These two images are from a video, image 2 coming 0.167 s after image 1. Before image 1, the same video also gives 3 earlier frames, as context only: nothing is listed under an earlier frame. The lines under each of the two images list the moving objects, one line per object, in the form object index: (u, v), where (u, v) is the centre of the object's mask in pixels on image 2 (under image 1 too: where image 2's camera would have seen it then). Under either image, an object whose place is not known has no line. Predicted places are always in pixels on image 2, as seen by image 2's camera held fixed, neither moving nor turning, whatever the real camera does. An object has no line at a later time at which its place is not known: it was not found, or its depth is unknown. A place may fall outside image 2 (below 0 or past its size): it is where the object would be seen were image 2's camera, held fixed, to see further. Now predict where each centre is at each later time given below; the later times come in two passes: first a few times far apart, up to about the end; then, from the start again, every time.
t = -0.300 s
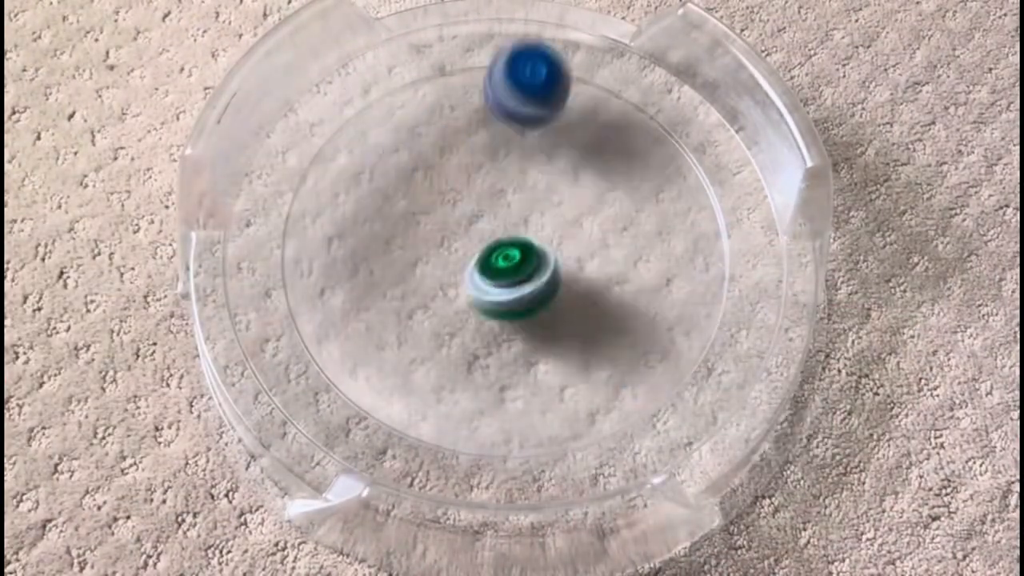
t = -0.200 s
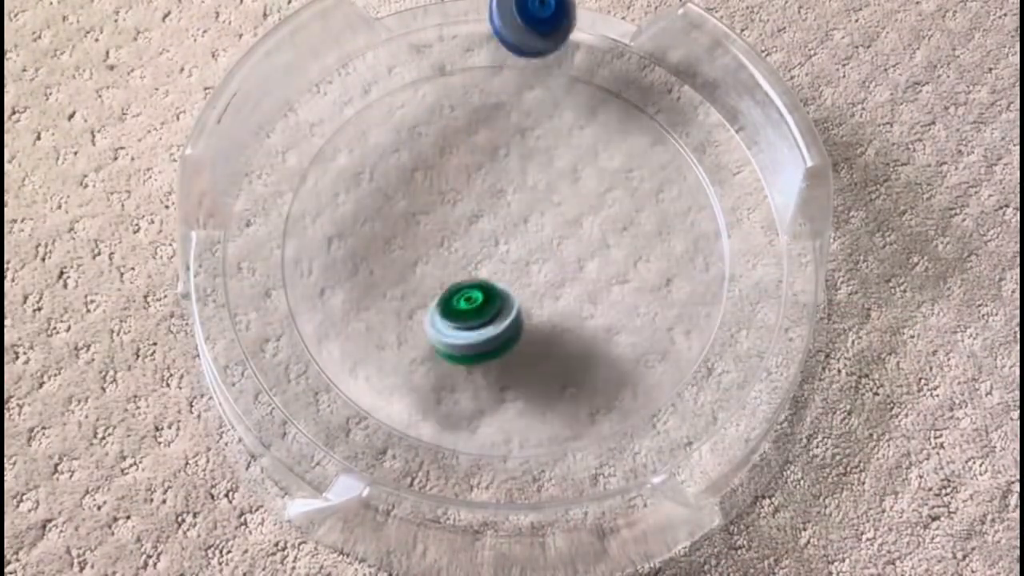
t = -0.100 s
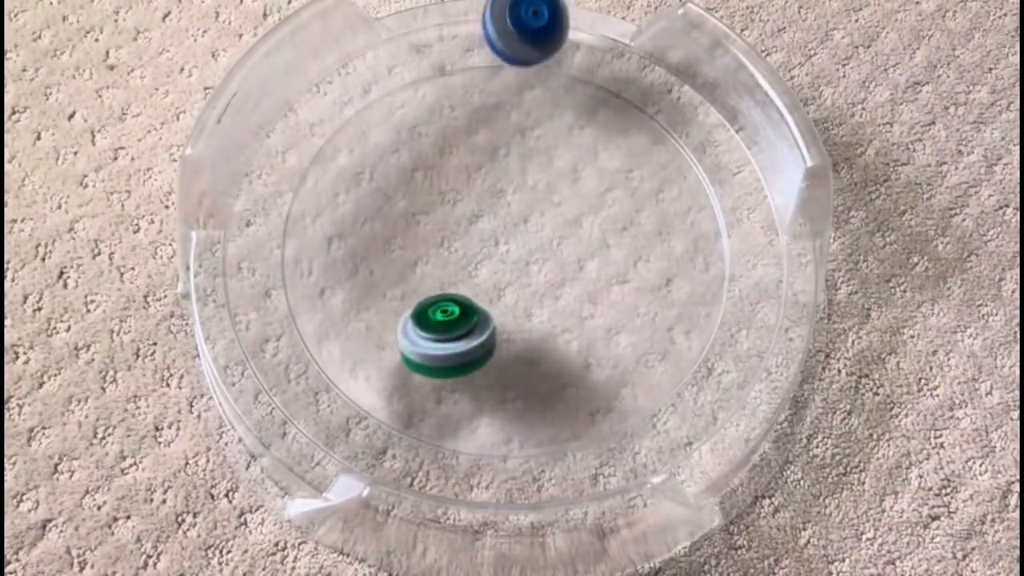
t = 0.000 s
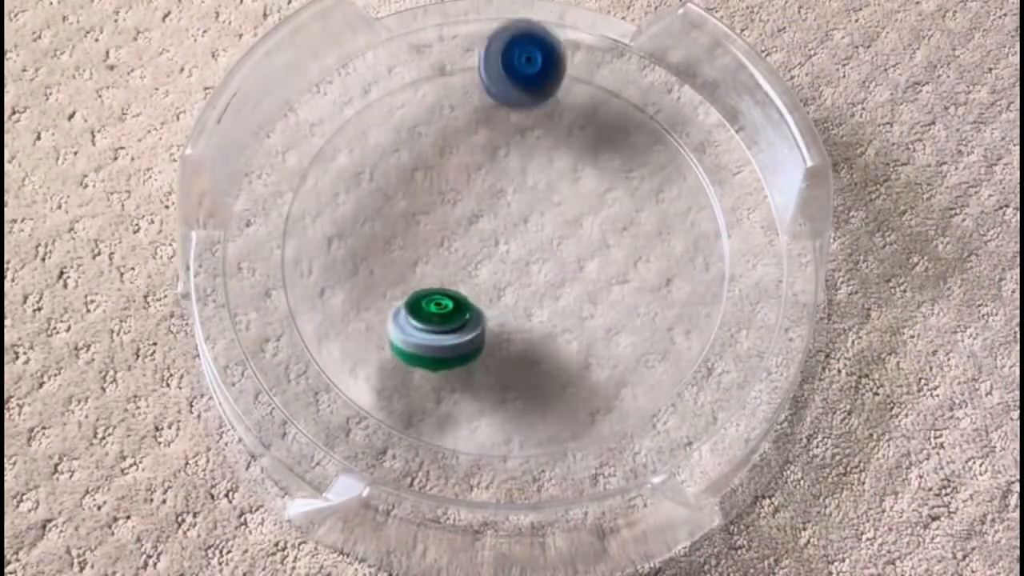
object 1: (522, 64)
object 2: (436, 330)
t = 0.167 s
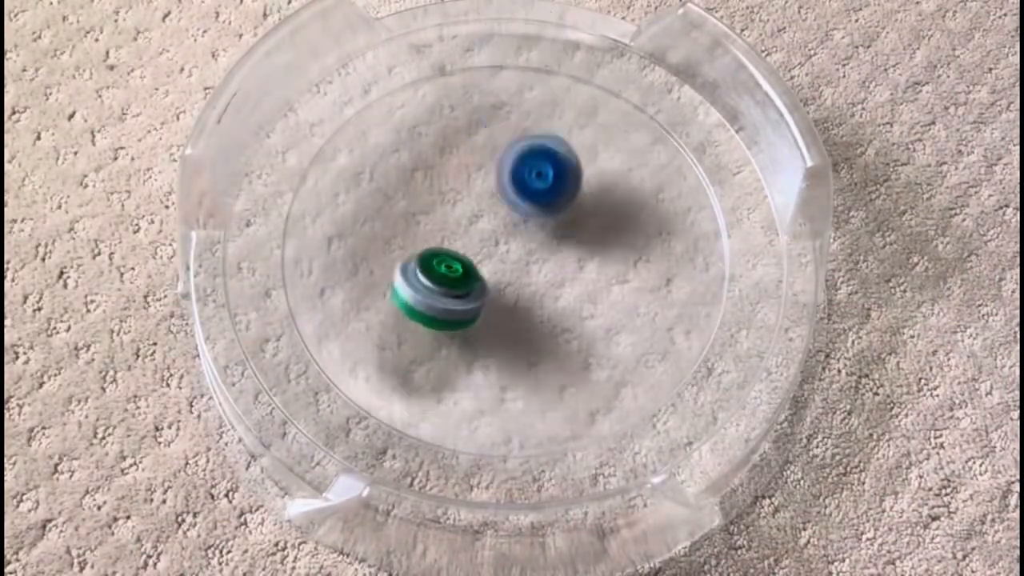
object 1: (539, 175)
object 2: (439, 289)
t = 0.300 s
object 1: (574, 262)
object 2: (438, 231)
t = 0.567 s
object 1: (634, 357)
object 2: (444, 121)
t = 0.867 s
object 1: (566, 370)
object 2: (507, 155)
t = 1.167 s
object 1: (382, 374)
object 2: (639, 246)
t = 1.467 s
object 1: (372, 264)
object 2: (626, 298)
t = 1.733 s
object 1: (373, 175)
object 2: (466, 313)
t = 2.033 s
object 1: (510, 151)
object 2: (330, 281)
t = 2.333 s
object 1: (569, 154)
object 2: (417, 195)
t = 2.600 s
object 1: (598, 266)
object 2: (547, 116)
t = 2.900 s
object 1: (587, 300)
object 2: (627, 174)
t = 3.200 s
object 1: (439, 301)
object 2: (598, 329)
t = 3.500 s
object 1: (427, 286)
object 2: (447, 370)
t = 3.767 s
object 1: (463, 186)
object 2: (354, 248)
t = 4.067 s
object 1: (524, 184)
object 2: (392, 113)
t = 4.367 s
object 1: (642, 201)
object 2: (560, 134)
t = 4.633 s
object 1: (652, 316)
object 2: (562, 172)
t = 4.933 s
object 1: (518, 336)
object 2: (445, 278)
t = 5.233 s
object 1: (529, 330)
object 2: (344, 169)
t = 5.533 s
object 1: (528, 258)
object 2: (525, 130)
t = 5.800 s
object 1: (572, 288)
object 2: (544, 100)
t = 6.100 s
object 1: (555, 275)
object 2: (483, 195)
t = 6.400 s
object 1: (519, 318)
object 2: (389, 164)
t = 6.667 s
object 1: (489, 273)
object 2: (450, 197)
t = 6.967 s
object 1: (525, 283)
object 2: (591, 201)
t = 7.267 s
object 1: (509, 284)
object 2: (572, 221)
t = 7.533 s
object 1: (483, 254)
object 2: (571, 245)
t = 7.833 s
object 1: (495, 198)
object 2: (569, 244)
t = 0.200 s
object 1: (546, 199)
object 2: (439, 277)
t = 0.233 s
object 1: (556, 222)
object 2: (439, 262)
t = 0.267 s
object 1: (564, 242)
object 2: (439, 247)
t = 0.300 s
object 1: (574, 262)
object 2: (438, 231)
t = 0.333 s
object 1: (582, 281)
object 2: (438, 215)
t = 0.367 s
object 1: (592, 294)
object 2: (437, 198)
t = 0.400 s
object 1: (601, 309)
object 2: (437, 182)
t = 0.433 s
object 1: (609, 322)
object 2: (436, 166)
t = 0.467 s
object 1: (617, 332)
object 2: (437, 152)
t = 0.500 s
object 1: (624, 342)
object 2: (439, 140)
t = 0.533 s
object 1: (630, 351)
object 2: (441, 129)
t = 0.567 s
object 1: (634, 357)
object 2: (444, 121)
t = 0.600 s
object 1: (637, 363)
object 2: (447, 117)
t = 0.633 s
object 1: (637, 365)
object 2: (451, 115)
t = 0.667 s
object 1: (634, 367)
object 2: (457, 116)
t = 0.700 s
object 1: (629, 367)
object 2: (463, 118)
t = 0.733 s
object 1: (621, 368)
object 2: (470, 123)
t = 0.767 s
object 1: (610, 368)
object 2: (477, 129)
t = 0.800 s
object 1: (597, 369)
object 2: (486, 136)
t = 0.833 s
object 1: (582, 369)
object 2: (496, 145)
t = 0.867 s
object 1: (566, 370)
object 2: (507, 155)
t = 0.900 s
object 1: (547, 370)
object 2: (520, 166)
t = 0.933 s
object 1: (527, 371)
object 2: (534, 177)
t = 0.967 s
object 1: (507, 372)
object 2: (549, 189)
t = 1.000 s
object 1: (485, 372)
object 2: (564, 200)
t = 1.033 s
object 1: (463, 373)
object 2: (580, 209)
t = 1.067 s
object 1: (442, 373)
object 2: (597, 220)
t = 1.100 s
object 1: (421, 374)
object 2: (613, 229)
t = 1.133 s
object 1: (400, 374)
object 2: (626, 237)
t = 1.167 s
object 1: (382, 374)
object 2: (639, 246)
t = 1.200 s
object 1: (365, 375)
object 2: (648, 253)
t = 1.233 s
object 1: (363, 365)
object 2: (656, 261)
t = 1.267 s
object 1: (366, 353)
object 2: (661, 267)
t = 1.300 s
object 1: (369, 341)
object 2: (663, 274)
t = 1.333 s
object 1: (372, 328)
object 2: (661, 280)
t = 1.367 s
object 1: (373, 312)
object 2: (656, 285)
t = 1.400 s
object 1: (374, 296)
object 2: (648, 290)
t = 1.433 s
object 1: (374, 282)
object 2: (638, 294)
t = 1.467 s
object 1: (372, 264)
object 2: (626, 298)
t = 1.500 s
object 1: (370, 248)
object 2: (611, 301)
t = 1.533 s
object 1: (367, 231)
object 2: (594, 303)
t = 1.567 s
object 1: (365, 217)
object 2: (575, 306)
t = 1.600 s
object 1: (362, 203)
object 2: (555, 309)
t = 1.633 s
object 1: (362, 191)
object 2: (534, 310)
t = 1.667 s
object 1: (363, 183)
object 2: (511, 311)
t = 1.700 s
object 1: (367, 178)
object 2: (488, 313)
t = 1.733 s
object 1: (373, 175)
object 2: (466, 313)
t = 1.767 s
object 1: (382, 171)
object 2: (444, 314)
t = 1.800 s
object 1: (392, 169)
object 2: (421, 312)
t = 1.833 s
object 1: (405, 169)
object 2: (402, 310)
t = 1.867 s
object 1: (419, 169)
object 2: (382, 307)
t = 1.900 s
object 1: (437, 168)
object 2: (365, 304)
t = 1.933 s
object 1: (456, 165)
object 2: (351, 299)
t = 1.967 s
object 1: (476, 162)
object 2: (341, 294)
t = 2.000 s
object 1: (493, 157)
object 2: (334, 287)
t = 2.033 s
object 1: (510, 151)
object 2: (330, 281)
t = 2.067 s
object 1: (525, 144)
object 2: (331, 273)
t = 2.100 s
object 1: (539, 139)
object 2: (335, 265)
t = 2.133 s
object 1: (548, 134)
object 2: (341, 257)
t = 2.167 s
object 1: (555, 134)
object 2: (350, 248)
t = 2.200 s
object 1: (560, 133)
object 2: (360, 239)
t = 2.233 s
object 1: (563, 136)
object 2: (373, 230)
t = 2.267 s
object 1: (566, 140)
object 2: (387, 219)
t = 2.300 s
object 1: (568, 146)
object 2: (401, 207)
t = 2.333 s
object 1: (569, 154)
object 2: (417, 195)
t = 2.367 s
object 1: (571, 164)
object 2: (433, 183)
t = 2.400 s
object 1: (572, 176)
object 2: (449, 171)
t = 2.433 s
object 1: (573, 190)
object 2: (466, 158)
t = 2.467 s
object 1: (575, 205)
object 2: (482, 147)
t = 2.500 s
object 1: (579, 219)
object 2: (498, 137)
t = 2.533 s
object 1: (584, 235)
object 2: (515, 128)
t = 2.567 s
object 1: (592, 252)
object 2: (531, 121)
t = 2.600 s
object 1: (598, 266)
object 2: (547, 116)
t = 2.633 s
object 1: (605, 278)
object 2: (561, 113)
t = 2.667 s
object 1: (610, 286)
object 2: (575, 112)
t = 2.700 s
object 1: (612, 291)
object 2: (587, 114)
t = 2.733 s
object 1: (613, 294)
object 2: (597, 119)
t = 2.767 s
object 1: (612, 296)
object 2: (605, 126)
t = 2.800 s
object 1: (609, 298)
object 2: (614, 136)
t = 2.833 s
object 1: (603, 299)
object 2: (620, 147)
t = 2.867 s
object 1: (596, 299)
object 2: (625, 161)
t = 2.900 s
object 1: (587, 300)
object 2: (627, 174)
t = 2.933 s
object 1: (575, 299)
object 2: (630, 189)
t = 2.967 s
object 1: (560, 298)
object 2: (631, 205)
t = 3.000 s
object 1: (543, 296)
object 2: (632, 224)
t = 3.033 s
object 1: (528, 294)
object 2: (632, 242)
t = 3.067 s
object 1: (509, 293)
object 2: (629, 259)
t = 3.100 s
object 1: (489, 295)
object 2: (625, 278)
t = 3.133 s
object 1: (471, 296)
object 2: (618, 296)
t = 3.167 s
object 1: (455, 299)
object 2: (609, 313)
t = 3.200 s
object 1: (439, 301)
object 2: (598, 329)
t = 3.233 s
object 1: (429, 303)
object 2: (585, 343)
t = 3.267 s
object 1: (422, 304)
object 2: (570, 356)
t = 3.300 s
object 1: (418, 305)
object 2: (554, 366)
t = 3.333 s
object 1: (415, 305)
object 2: (537, 375)
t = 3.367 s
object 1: (414, 303)
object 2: (520, 379)
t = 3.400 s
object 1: (415, 301)
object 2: (502, 381)
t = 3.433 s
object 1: (418, 297)
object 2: (484, 380)
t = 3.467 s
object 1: (422, 292)
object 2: (466, 376)
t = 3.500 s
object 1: (427, 286)
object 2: (447, 370)
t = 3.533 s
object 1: (433, 275)
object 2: (432, 362)
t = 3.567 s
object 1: (442, 264)
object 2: (417, 350)
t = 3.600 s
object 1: (448, 253)
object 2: (404, 336)
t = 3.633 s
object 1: (453, 241)
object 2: (390, 320)
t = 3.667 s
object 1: (458, 226)
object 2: (379, 304)
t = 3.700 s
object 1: (461, 211)
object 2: (368, 285)
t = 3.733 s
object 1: (462, 198)
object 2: (360, 267)
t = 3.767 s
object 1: (463, 186)
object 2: (354, 248)
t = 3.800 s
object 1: (463, 176)
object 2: (352, 230)
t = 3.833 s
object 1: (463, 170)
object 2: (351, 212)
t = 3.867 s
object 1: (464, 167)
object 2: (354, 195)
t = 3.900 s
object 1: (464, 163)
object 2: (360, 179)
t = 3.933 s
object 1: (466, 162)
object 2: (368, 164)
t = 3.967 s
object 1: (469, 162)
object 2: (379, 151)
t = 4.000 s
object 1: (487, 170)
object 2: (380, 134)
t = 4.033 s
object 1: (505, 178)
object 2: (384, 122)
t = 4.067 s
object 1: (524, 184)
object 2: (392, 113)
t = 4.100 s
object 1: (542, 189)
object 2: (405, 106)
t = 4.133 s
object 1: (560, 192)
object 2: (421, 102)
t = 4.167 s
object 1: (577, 195)
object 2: (438, 102)
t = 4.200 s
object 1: (594, 197)
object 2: (457, 102)
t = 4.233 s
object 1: (609, 198)
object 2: (477, 105)
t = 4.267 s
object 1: (622, 199)
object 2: (499, 109)
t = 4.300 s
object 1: (632, 199)
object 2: (519, 115)
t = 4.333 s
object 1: (638, 200)
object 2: (540, 123)
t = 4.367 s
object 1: (642, 201)
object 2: (560, 134)
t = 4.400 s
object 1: (641, 203)
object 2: (579, 145)
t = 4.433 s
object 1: (653, 226)
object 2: (583, 140)
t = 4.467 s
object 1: (662, 248)
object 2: (583, 136)
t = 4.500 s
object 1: (665, 265)
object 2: (581, 137)
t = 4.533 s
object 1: (667, 281)
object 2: (577, 143)
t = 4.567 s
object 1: (665, 292)
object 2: (573, 149)
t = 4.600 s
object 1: (660, 304)
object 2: (568, 160)
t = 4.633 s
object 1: (652, 316)
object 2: (562, 172)
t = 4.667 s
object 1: (641, 328)
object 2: (556, 186)
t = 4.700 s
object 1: (627, 336)
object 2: (546, 202)
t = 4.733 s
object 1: (612, 344)
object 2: (536, 218)
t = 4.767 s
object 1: (596, 347)
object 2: (523, 233)
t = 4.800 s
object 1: (578, 347)
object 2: (510, 247)
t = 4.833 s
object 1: (561, 346)
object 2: (495, 259)
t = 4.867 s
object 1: (544, 342)
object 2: (481, 270)
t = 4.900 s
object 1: (531, 340)
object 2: (463, 276)
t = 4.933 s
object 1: (518, 336)
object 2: (445, 278)
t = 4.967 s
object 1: (522, 348)
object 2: (414, 262)
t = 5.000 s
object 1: (530, 361)
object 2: (383, 242)
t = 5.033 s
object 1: (534, 368)
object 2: (358, 225)
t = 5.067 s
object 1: (536, 370)
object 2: (340, 207)
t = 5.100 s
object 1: (537, 366)
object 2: (327, 194)
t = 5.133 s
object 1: (538, 361)
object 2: (319, 181)
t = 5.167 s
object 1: (537, 355)
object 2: (322, 174)
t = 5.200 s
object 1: (533, 342)
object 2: (330, 172)
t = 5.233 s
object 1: (529, 330)
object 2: (344, 169)
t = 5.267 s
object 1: (524, 317)
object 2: (359, 167)
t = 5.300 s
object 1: (519, 303)
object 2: (376, 165)
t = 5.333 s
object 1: (517, 291)
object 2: (396, 163)
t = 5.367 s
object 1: (515, 280)
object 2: (418, 162)
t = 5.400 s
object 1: (513, 268)
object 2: (441, 161)
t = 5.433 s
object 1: (513, 254)
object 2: (465, 162)
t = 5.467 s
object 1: (515, 242)
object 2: (488, 161)
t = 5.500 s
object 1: (522, 250)
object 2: (509, 147)
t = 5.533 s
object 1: (528, 258)
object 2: (525, 130)
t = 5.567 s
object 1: (533, 265)
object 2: (538, 114)
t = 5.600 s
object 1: (538, 269)
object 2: (550, 102)
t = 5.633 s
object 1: (541, 270)
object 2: (556, 94)
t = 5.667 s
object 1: (544, 271)
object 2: (559, 88)
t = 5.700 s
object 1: (551, 273)
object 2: (559, 88)
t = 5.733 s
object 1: (558, 277)
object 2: (555, 90)
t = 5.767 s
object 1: (566, 282)
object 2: (550, 94)
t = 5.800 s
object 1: (572, 288)
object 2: (544, 100)
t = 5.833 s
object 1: (578, 291)
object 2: (538, 107)
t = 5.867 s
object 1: (581, 293)
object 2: (531, 115)
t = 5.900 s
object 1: (582, 294)
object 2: (523, 127)
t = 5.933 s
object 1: (582, 294)
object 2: (513, 139)
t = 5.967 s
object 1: (580, 292)
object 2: (506, 151)
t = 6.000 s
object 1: (577, 289)
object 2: (501, 162)
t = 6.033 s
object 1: (571, 285)
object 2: (495, 175)
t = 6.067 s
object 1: (564, 280)
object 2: (489, 185)
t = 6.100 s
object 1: (555, 275)
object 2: (483, 195)
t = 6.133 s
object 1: (544, 269)
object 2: (478, 205)
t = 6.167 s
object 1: (541, 274)
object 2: (464, 202)
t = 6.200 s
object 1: (545, 287)
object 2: (446, 190)
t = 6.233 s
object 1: (544, 294)
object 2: (429, 183)
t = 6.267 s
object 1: (543, 300)
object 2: (415, 176)
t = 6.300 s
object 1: (541, 305)
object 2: (404, 172)
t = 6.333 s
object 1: (536, 310)
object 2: (396, 169)
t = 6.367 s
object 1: (528, 315)
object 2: (390, 166)
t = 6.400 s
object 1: (519, 318)
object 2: (389, 164)
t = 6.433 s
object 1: (511, 316)
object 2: (390, 164)
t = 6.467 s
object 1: (508, 314)
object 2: (392, 167)
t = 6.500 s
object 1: (503, 312)
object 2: (396, 170)
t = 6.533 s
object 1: (497, 307)
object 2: (403, 175)
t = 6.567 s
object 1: (492, 299)
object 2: (411, 179)
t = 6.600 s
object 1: (488, 289)
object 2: (421, 184)
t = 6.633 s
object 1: (486, 279)
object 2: (436, 194)
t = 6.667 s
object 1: (489, 273)
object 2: (450, 197)
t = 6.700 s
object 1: (495, 276)
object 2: (465, 195)
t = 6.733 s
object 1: (502, 280)
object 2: (482, 196)
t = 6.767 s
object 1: (505, 281)
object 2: (500, 195)
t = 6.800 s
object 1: (508, 282)
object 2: (518, 196)
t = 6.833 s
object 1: (511, 281)
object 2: (537, 198)
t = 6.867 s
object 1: (513, 279)
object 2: (553, 196)
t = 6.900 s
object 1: (517, 279)
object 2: (568, 200)
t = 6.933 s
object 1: (523, 280)
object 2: (581, 201)
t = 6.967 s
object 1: (525, 283)
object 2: (591, 201)
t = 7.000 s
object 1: (526, 288)
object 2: (598, 201)
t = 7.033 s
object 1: (525, 291)
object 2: (600, 203)
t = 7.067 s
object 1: (522, 293)
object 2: (601, 204)
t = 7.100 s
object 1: (521, 294)
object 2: (599, 207)
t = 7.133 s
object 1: (518, 294)
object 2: (597, 210)
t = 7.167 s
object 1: (516, 294)
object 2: (592, 213)
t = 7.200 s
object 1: (512, 292)
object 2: (585, 215)
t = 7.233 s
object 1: (510, 287)
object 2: (579, 218)
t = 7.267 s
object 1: (509, 284)
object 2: (572, 221)
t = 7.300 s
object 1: (503, 284)
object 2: (571, 223)
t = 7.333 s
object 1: (491, 282)
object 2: (570, 225)
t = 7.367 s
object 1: (482, 278)
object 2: (569, 228)
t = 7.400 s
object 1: (477, 271)
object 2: (569, 232)
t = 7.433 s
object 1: (476, 267)
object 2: (569, 235)
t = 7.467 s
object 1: (479, 262)
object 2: (571, 239)
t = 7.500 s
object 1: (481, 258)
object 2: (571, 243)
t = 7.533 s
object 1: (483, 254)
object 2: (571, 245)
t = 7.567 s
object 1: (484, 249)
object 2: (572, 245)
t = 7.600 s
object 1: (483, 242)
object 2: (572, 246)
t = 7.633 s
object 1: (482, 234)
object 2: (572, 246)
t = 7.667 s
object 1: (484, 228)
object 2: (571, 245)
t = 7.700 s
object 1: (486, 222)
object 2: (570, 243)
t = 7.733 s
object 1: (489, 215)
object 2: (569, 243)
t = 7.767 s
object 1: (492, 210)
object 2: (569, 244)
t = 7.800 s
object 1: (494, 203)
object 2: (570, 244)
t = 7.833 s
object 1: (495, 198)
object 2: (569, 244)
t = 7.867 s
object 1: (498, 193)
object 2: (569, 244)
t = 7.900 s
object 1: (500, 192)
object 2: (568, 244)
